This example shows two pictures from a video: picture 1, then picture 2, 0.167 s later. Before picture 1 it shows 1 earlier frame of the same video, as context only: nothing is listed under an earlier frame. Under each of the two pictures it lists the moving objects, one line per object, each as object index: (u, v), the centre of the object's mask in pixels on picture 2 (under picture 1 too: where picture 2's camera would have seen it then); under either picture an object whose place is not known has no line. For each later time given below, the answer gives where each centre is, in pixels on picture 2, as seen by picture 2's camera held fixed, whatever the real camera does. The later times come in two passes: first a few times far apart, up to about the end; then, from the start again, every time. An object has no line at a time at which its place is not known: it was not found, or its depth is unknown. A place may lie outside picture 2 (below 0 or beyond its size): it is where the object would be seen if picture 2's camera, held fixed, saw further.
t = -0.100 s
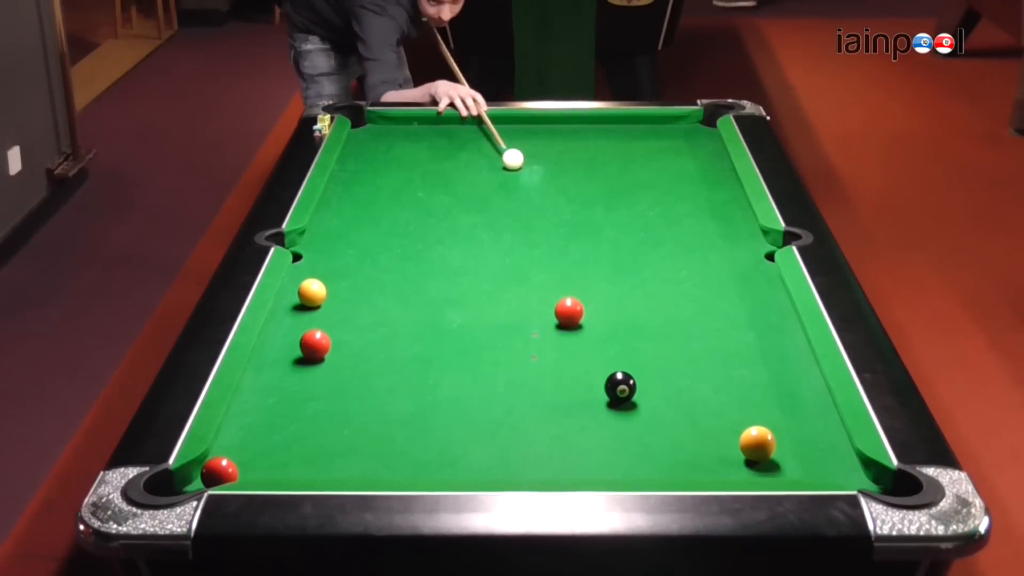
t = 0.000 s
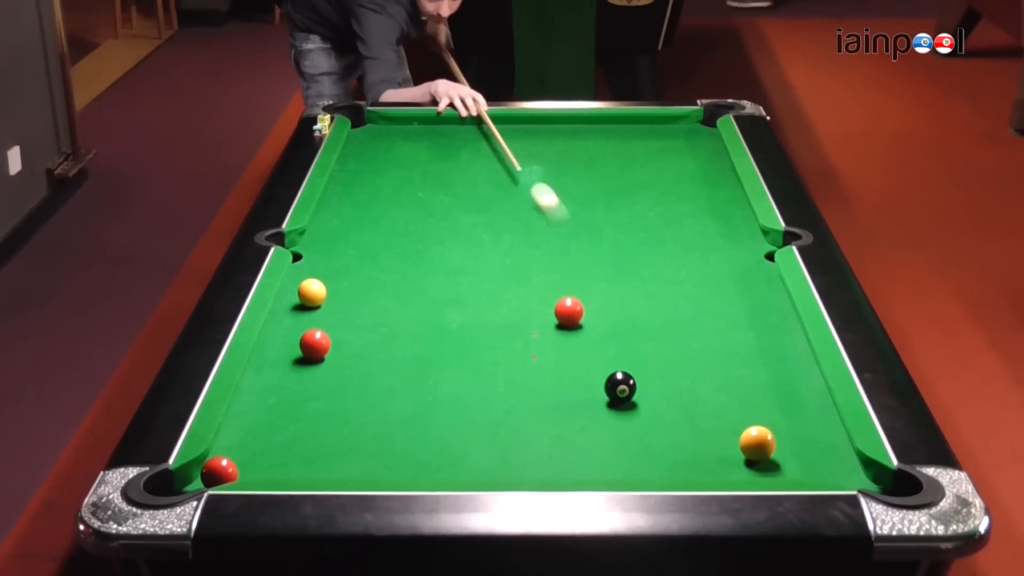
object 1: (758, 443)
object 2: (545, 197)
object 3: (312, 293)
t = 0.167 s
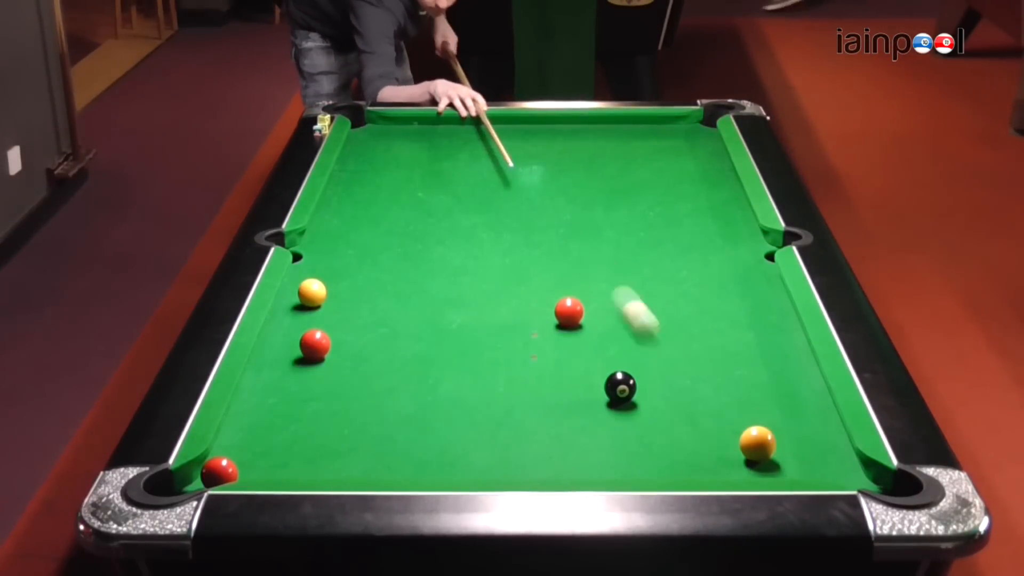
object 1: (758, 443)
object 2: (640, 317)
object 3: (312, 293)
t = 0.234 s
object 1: (758, 443)
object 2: (681, 368)
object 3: (312, 293)
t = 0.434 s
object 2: (622, 460)
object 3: (312, 293)
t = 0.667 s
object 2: (489, 396)
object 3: (312, 293)
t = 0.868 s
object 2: (408, 362)
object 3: (312, 293)
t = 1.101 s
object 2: (327, 324)
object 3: (312, 293)
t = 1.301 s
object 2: (302, 304)
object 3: (319, 287)
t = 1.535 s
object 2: (333, 303)
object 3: (342, 269)
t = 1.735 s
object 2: (358, 302)
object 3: (360, 255)
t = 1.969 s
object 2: (384, 300)
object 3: (379, 240)
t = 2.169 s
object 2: (403, 299)
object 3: (393, 228)
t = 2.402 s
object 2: (422, 298)
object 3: (408, 217)
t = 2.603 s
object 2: (436, 297)
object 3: (420, 208)
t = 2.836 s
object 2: (450, 297)
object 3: (432, 199)
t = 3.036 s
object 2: (459, 296)
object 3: (441, 192)
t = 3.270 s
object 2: (466, 296)
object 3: (450, 184)
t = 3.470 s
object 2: (471, 296)
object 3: (457, 179)
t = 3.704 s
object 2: (473, 296)
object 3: (464, 174)
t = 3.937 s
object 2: (474, 295)
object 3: (470, 170)
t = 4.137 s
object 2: (473, 296)
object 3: (474, 167)
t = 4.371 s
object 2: (473, 295)
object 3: (476, 164)
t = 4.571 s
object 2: (473, 295)
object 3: (478, 163)
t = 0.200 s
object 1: (758, 443)
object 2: (655, 336)
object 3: (312, 293)
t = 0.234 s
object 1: (758, 443)
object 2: (681, 368)
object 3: (312, 293)
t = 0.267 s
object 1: (758, 444)
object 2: (711, 409)
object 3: (312, 293)
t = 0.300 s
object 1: (760, 443)
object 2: (724, 435)
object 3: (312, 293)
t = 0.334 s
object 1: (812, 461)
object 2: (700, 448)
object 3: (312, 293)
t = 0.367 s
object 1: (854, 476)
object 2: (671, 463)
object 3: (312, 293)
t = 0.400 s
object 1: (893, 489)
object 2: (652, 469)
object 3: (312, 293)
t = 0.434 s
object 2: (622, 460)
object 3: (312, 293)
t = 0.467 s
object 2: (598, 447)
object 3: (312, 293)
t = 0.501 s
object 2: (578, 438)
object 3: (312, 293)
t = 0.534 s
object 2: (555, 427)
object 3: (312, 293)
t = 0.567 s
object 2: (536, 417)
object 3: (312, 293)
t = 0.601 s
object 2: (521, 410)
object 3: (312, 293)
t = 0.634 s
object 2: (503, 403)
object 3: (312, 293)
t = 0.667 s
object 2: (489, 396)
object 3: (312, 293)
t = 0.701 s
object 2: (476, 391)
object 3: (312, 293)
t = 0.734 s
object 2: (460, 385)
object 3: (312, 293)
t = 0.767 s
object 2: (446, 378)
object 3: (312, 293)
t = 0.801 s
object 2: (435, 373)
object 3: (312, 293)
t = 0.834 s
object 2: (420, 367)
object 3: (312, 293)
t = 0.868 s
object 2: (408, 362)
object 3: (312, 293)
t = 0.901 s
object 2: (396, 357)
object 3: (312, 293)
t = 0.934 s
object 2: (382, 351)
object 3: (312, 293)
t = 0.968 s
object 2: (370, 346)
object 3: (312, 293)
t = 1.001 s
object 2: (359, 341)
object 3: (312, 293)
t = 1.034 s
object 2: (347, 336)
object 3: (312, 293)
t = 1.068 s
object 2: (337, 329)
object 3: (312, 292)
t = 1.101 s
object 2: (327, 324)
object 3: (312, 293)
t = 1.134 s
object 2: (313, 319)
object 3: (312, 292)
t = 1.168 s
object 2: (302, 316)
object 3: (312, 292)
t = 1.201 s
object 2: (294, 313)
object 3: (312, 292)
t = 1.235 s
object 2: (287, 308)
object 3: (312, 293)
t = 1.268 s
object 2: (298, 304)
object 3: (315, 290)
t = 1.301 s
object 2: (302, 304)
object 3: (319, 287)
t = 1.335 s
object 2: (307, 304)
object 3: (322, 284)
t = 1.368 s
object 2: (311, 304)
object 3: (326, 282)
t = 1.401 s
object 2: (316, 304)
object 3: (329, 279)
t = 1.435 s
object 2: (320, 304)
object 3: (332, 277)
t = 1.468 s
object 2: (325, 303)
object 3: (335, 274)
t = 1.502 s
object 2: (329, 303)
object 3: (338, 272)
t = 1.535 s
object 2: (333, 303)
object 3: (342, 269)
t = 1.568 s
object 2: (338, 303)
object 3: (345, 267)
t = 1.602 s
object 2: (342, 302)
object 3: (348, 264)
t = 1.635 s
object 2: (346, 302)
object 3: (351, 262)
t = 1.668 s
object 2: (350, 302)
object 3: (354, 259)
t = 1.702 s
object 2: (354, 302)
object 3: (357, 257)
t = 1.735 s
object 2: (358, 302)
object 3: (360, 255)
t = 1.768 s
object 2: (362, 301)
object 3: (363, 252)
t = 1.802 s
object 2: (365, 301)
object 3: (366, 250)
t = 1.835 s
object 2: (369, 301)
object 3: (368, 248)
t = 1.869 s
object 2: (373, 301)
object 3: (371, 246)
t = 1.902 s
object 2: (377, 300)
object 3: (374, 244)
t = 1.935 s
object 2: (380, 300)
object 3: (376, 242)
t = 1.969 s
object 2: (384, 300)
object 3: (379, 240)
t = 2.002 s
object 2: (387, 300)
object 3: (382, 238)
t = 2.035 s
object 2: (390, 300)
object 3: (384, 236)
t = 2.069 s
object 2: (394, 300)
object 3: (386, 234)
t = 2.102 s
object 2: (397, 299)
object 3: (389, 232)
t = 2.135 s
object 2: (400, 299)
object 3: (391, 230)
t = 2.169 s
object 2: (403, 299)
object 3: (393, 228)
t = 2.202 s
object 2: (406, 299)
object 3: (396, 227)
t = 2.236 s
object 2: (409, 299)
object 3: (398, 225)
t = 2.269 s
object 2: (412, 299)
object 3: (400, 223)
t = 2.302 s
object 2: (414, 299)
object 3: (402, 222)
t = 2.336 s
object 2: (417, 298)
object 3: (404, 220)
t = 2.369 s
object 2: (420, 298)
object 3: (406, 218)
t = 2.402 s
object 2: (422, 298)
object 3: (408, 217)
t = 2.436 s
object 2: (425, 298)
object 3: (410, 215)
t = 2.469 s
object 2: (427, 298)
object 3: (412, 214)
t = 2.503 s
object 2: (429, 298)
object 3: (414, 212)
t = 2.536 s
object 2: (432, 297)
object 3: (416, 211)
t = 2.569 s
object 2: (434, 297)
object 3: (418, 209)
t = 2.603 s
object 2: (436, 297)
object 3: (420, 208)
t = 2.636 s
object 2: (438, 297)
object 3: (422, 206)
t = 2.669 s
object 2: (441, 297)
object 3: (424, 205)
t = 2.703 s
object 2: (442, 297)
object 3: (425, 204)
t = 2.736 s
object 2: (444, 297)
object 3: (427, 202)
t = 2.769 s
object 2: (446, 297)
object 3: (429, 201)
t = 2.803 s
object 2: (448, 297)
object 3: (430, 200)
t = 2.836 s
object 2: (450, 297)
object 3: (432, 199)
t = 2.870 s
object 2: (451, 296)
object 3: (434, 197)
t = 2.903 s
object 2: (453, 296)
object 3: (435, 196)
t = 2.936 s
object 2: (454, 296)
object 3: (437, 195)
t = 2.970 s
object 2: (456, 296)
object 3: (438, 194)
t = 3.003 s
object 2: (457, 296)
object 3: (440, 193)
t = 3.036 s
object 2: (459, 296)
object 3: (441, 192)
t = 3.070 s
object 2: (460, 296)
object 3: (442, 191)
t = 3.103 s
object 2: (461, 296)
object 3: (444, 189)
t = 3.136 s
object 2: (462, 296)
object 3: (445, 188)
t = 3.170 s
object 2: (463, 296)
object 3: (447, 187)
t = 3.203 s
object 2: (464, 296)
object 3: (448, 186)
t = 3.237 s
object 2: (465, 296)
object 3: (449, 185)
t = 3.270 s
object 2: (466, 296)
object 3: (450, 184)
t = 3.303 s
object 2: (467, 296)
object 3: (451, 184)
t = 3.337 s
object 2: (468, 296)
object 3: (452, 183)
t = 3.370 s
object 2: (469, 296)
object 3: (454, 182)
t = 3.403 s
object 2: (470, 296)
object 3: (455, 181)
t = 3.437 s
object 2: (470, 296)
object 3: (456, 180)
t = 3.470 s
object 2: (471, 296)
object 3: (457, 179)
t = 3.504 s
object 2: (471, 296)
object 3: (458, 178)
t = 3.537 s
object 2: (472, 296)
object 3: (459, 178)
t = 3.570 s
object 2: (472, 296)
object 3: (460, 177)
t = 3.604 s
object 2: (472, 296)
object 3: (461, 176)
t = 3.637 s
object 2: (473, 296)
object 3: (462, 175)
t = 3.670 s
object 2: (473, 296)
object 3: (463, 175)
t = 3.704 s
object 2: (473, 296)
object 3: (464, 174)
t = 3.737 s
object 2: (474, 296)
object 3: (465, 173)
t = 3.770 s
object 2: (474, 296)
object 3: (466, 173)
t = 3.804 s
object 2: (474, 295)
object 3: (467, 172)
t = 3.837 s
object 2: (474, 295)
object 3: (467, 171)
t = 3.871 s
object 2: (474, 295)
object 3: (468, 171)
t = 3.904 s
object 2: (474, 295)
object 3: (469, 170)
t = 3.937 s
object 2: (474, 295)
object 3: (470, 170)
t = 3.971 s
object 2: (474, 295)
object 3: (471, 169)
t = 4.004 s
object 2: (474, 295)
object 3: (471, 169)
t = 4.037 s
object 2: (473, 295)
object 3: (472, 168)
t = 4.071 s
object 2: (473, 295)
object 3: (473, 168)
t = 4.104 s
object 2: (473, 296)
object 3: (473, 167)
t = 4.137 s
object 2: (473, 296)
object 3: (474, 167)
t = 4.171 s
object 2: (473, 296)
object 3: (474, 167)
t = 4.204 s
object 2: (473, 296)
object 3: (474, 166)
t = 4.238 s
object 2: (473, 295)
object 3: (475, 166)
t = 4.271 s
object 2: (473, 295)
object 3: (475, 165)
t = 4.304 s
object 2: (473, 295)
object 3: (476, 165)
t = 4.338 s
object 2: (473, 295)
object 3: (476, 165)
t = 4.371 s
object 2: (473, 295)
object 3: (476, 164)
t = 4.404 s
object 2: (473, 295)
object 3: (477, 164)
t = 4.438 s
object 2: (473, 295)
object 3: (477, 163)
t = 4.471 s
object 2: (473, 295)
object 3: (477, 163)
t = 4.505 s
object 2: (473, 295)
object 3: (477, 163)
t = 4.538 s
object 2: (473, 295)
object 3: (478, 163)
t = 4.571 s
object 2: (473, 295)
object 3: (478, 163)
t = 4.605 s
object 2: (473, 295)
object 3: (478, 162)
